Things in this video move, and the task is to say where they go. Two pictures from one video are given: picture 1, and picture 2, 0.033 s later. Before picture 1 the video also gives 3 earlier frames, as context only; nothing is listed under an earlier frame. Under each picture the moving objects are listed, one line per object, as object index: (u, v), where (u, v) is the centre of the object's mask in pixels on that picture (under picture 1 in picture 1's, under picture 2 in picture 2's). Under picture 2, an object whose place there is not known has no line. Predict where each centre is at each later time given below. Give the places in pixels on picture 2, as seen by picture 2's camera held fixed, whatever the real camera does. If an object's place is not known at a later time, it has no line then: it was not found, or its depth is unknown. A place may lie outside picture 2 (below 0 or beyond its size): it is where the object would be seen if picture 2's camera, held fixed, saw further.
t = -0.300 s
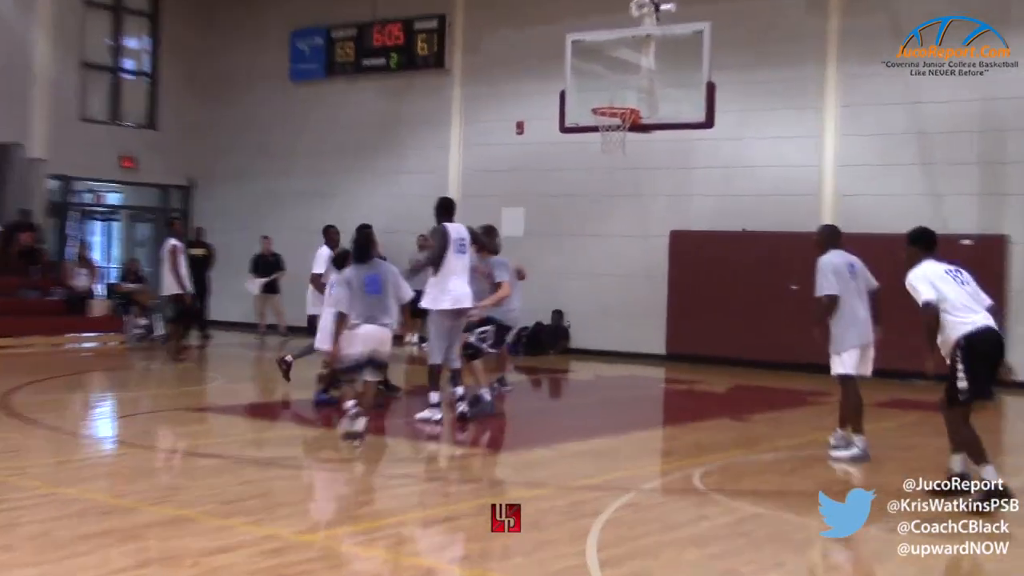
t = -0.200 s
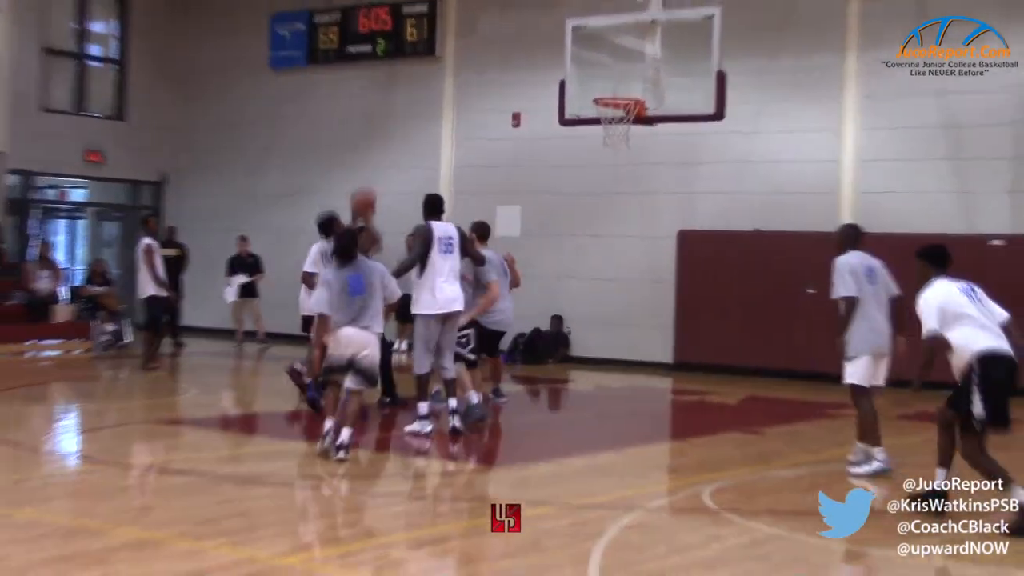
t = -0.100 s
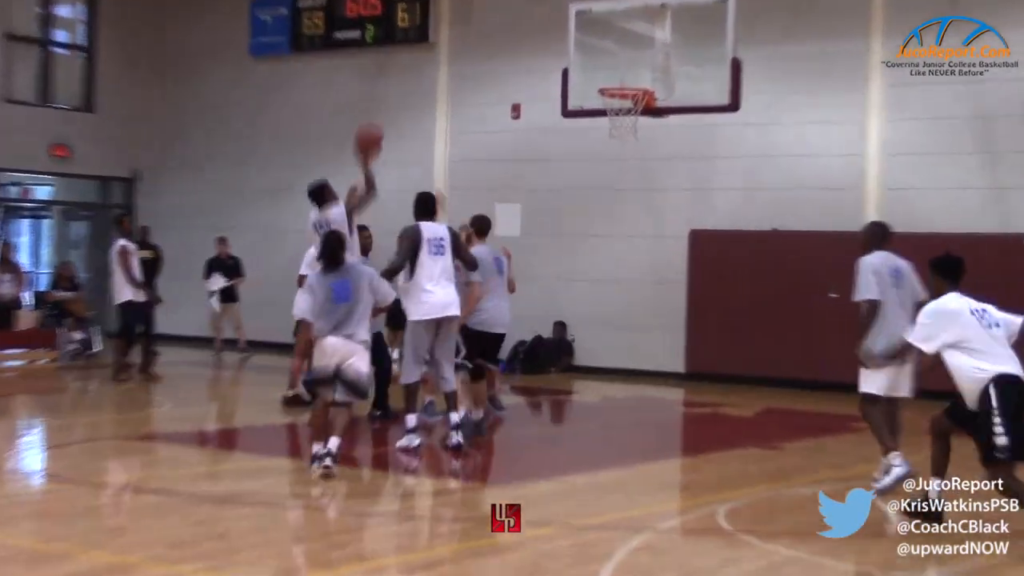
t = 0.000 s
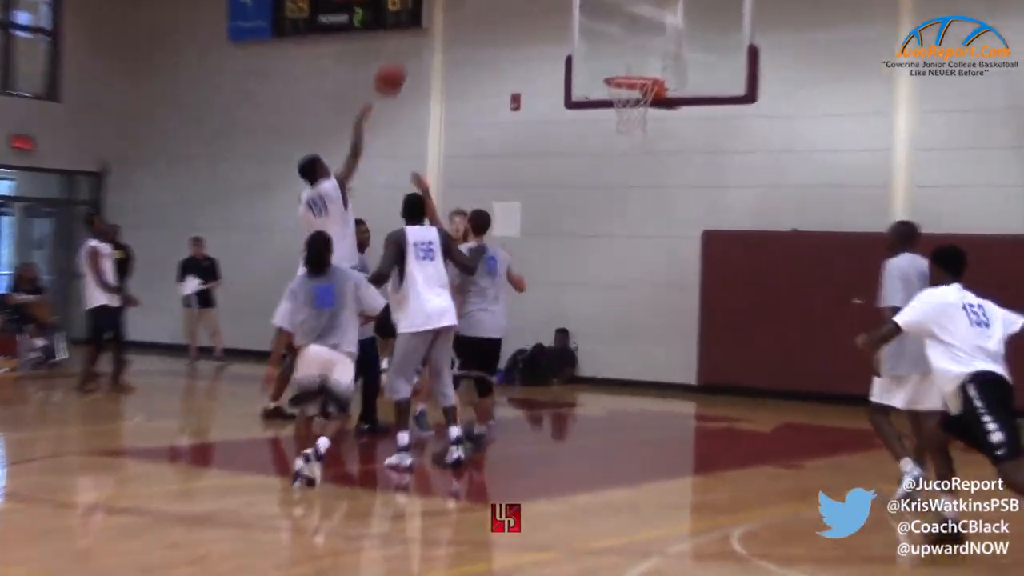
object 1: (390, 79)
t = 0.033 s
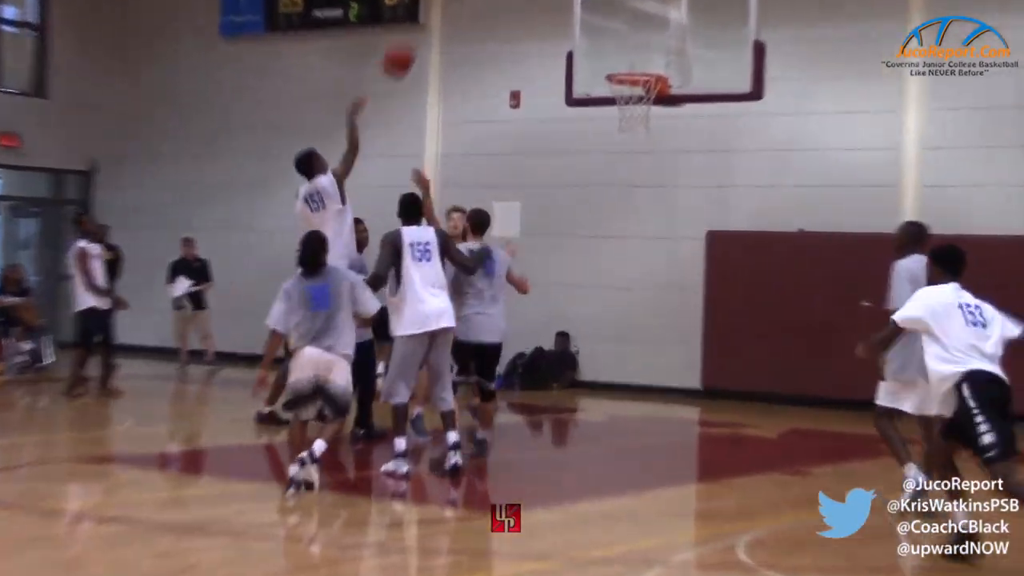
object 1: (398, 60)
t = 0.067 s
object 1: (409, 45)
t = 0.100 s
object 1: (422, 33)
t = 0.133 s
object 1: (433, 23)
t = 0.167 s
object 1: (445, 15)
